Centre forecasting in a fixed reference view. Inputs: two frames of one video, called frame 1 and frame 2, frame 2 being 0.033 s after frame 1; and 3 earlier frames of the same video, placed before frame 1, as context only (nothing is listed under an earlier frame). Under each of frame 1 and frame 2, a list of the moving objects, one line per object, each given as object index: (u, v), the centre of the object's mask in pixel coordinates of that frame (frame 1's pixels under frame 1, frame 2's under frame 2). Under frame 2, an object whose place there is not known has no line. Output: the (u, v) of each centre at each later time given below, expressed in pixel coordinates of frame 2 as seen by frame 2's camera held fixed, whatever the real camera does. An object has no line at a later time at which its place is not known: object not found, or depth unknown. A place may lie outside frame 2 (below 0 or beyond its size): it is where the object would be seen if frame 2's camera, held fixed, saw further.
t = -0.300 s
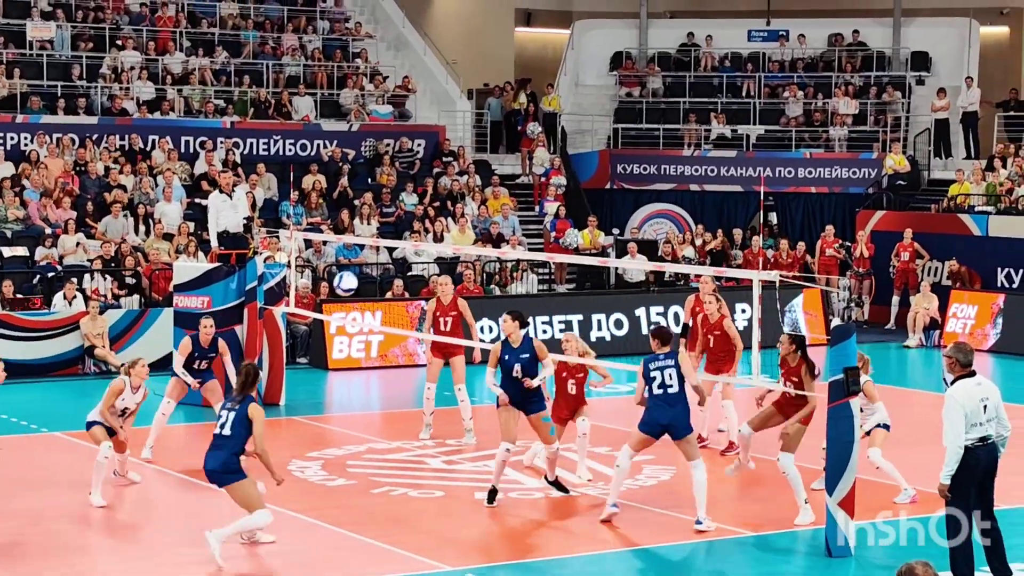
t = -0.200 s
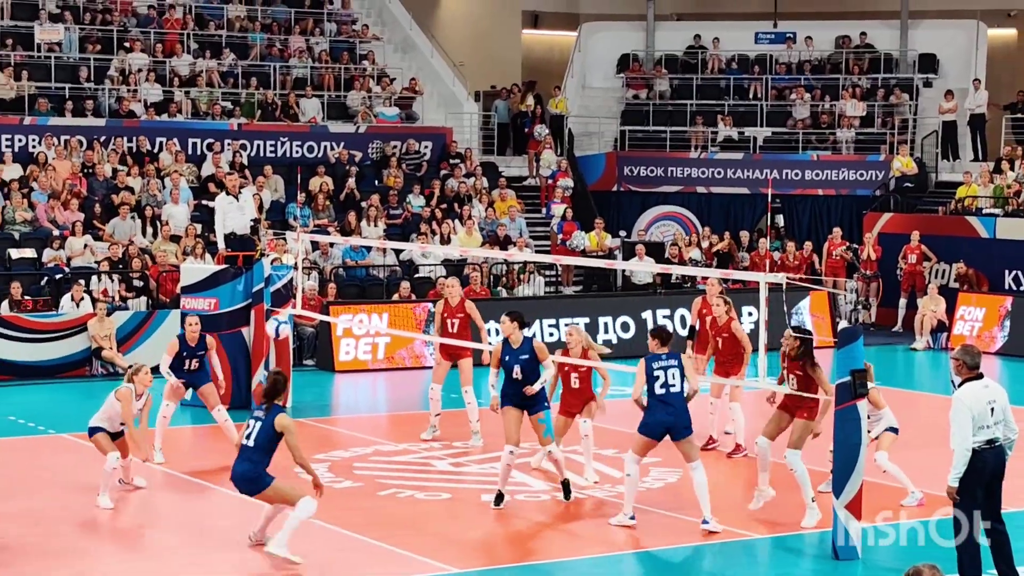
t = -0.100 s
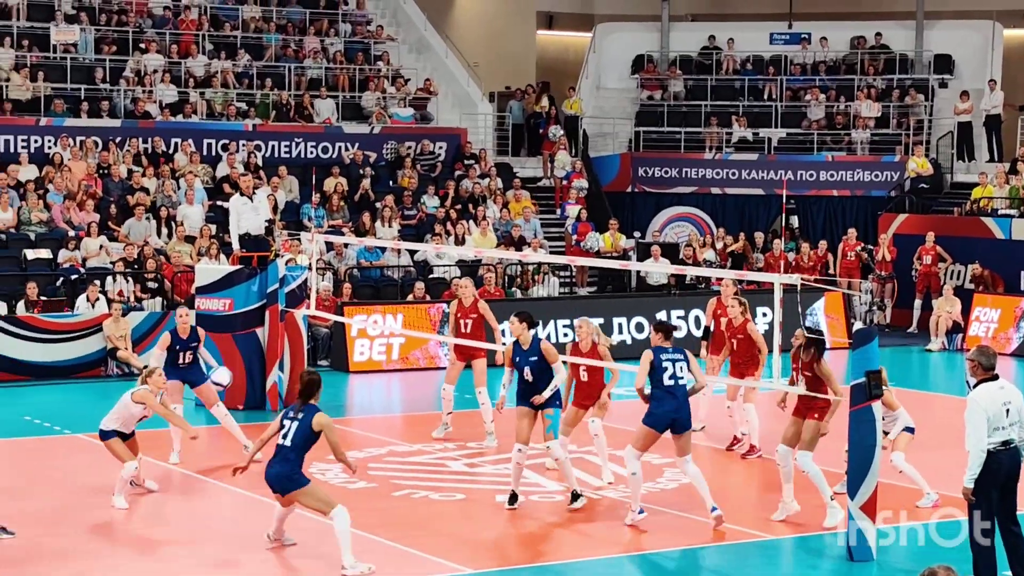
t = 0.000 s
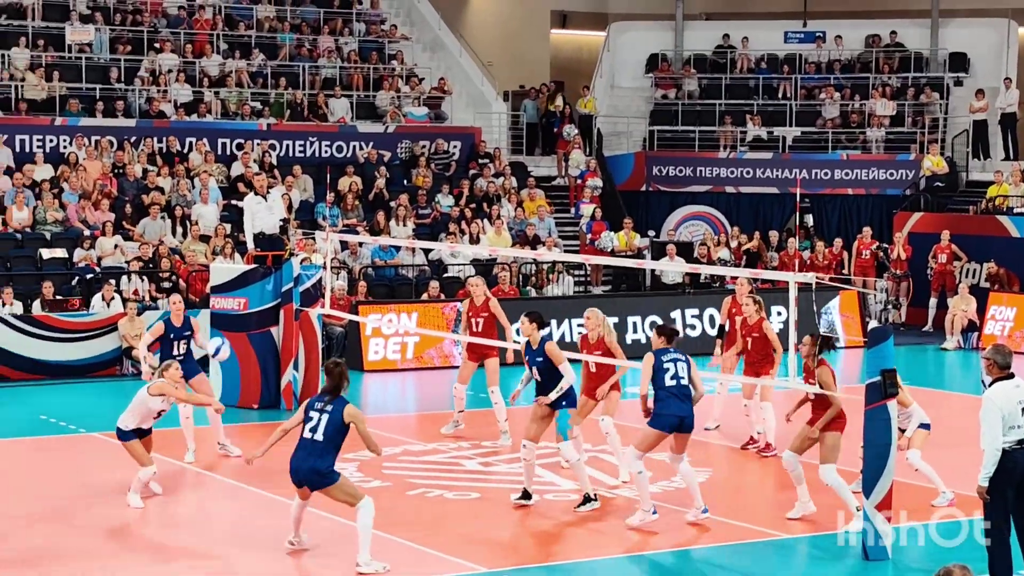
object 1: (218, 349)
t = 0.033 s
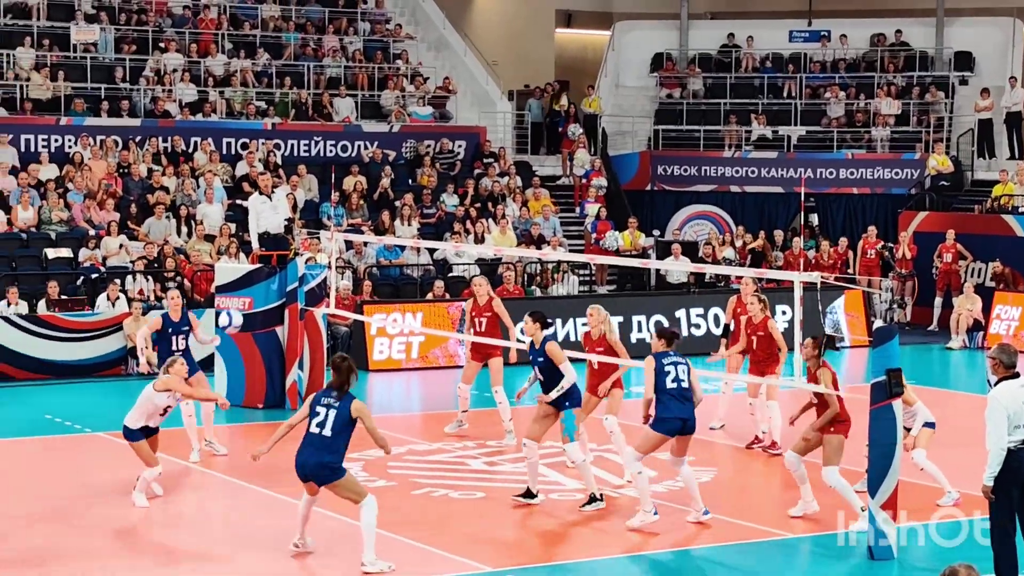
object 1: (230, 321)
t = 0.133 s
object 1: (251, 246)
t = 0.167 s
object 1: (256, 224)
